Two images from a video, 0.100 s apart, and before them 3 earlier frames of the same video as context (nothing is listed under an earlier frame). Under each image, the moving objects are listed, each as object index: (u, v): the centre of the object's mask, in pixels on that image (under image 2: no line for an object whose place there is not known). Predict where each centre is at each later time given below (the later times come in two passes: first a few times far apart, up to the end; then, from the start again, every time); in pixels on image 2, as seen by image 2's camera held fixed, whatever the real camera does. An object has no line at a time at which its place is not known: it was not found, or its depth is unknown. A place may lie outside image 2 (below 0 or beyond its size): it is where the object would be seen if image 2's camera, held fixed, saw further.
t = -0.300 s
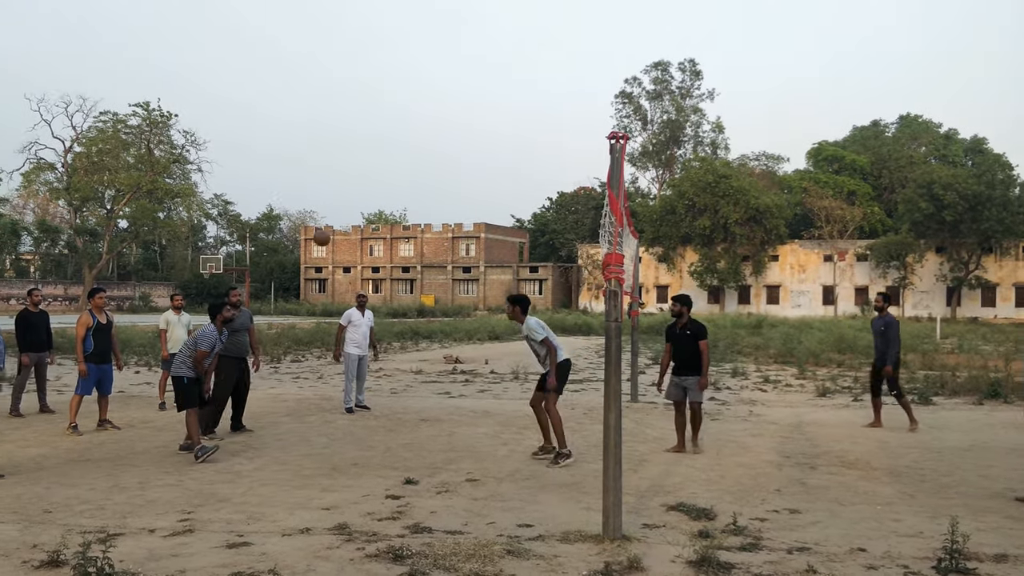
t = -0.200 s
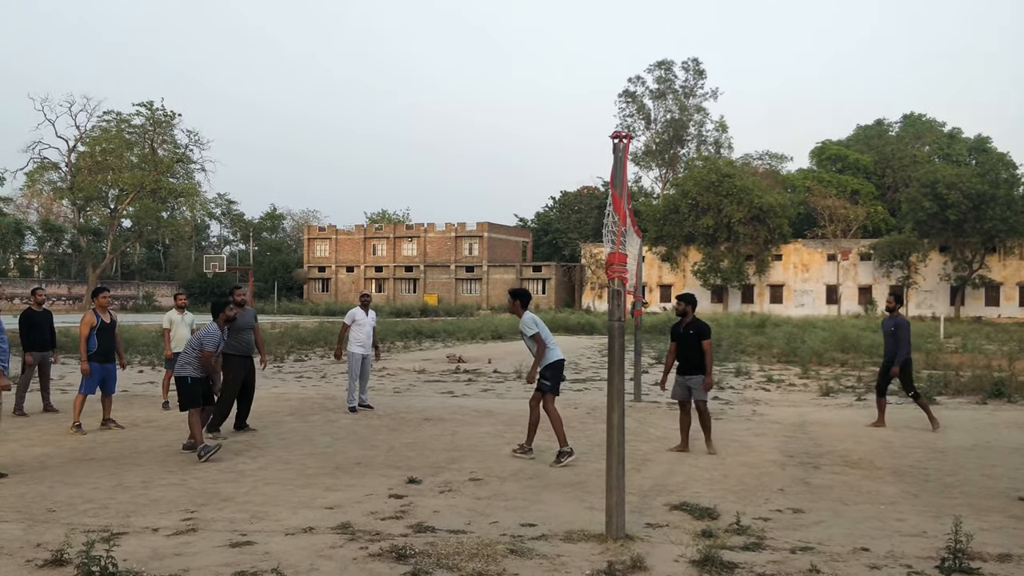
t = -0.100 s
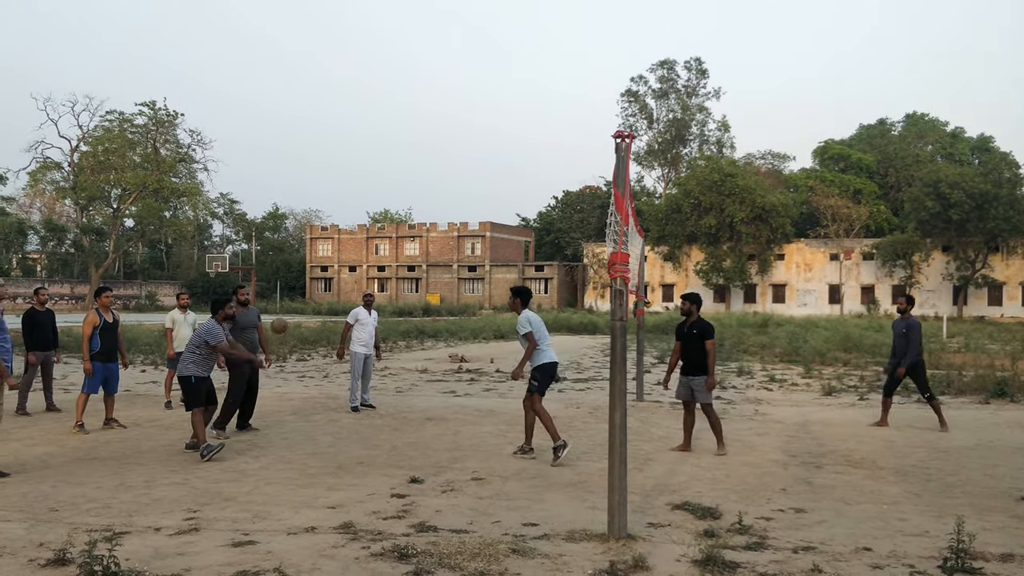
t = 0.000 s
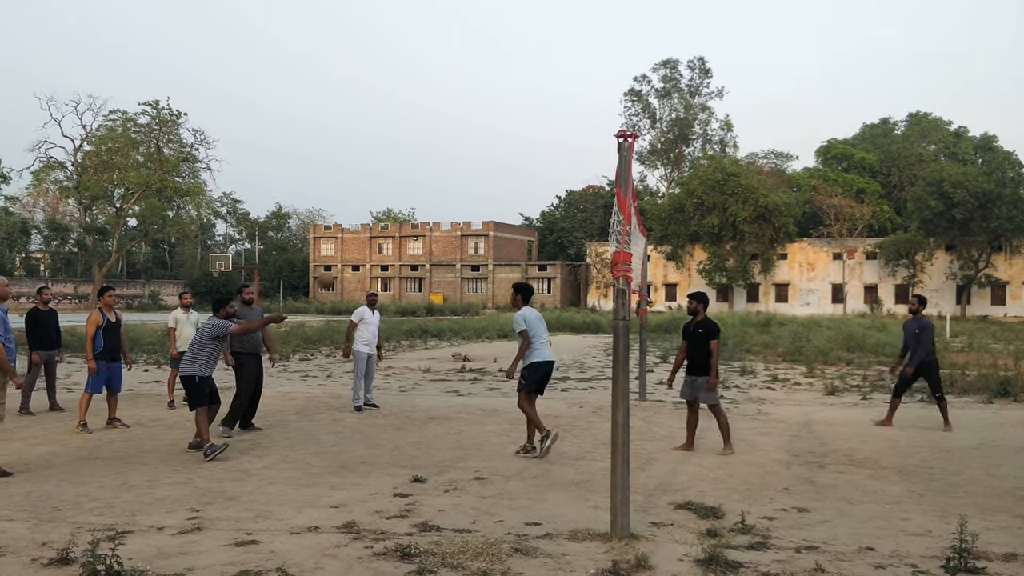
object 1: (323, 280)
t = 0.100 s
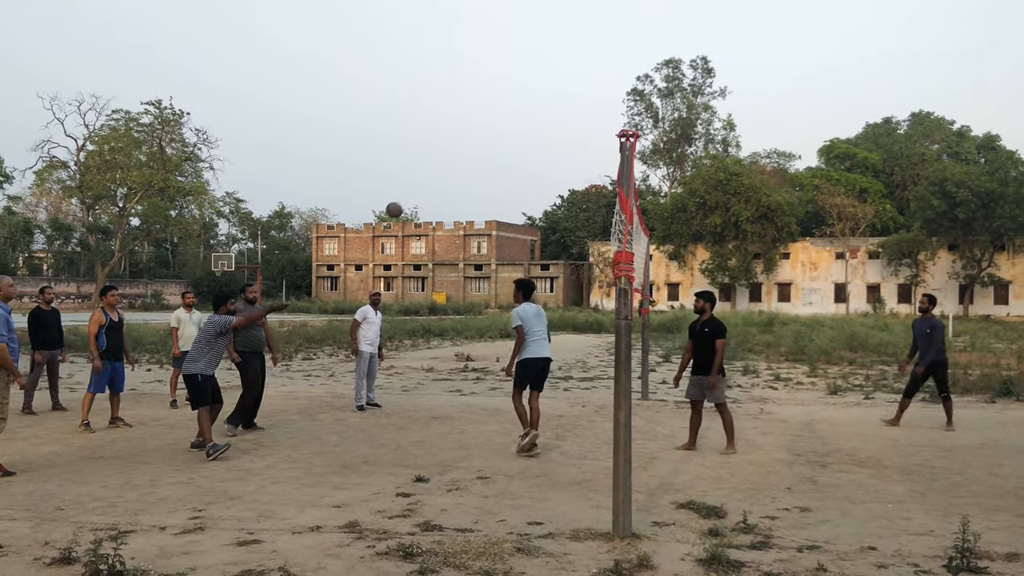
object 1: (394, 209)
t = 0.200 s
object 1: (462, 149)
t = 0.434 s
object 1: (610, 51)
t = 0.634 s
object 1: (736, 14)
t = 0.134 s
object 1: (417, 188)
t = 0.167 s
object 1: (439, 168)
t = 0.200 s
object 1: (462, 149)
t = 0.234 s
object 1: (483, 132)
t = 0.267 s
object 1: (505, 116)
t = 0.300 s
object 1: (526, 100)
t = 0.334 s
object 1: (547, 86)
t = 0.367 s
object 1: (568, 73)
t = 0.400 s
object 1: (589, 61)
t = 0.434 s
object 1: (610, 51)
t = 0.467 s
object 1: (631, 42)
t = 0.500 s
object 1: (654, 33)
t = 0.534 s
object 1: (676, 26)
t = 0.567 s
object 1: (698, 21)
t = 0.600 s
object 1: (717, 17)
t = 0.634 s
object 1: (736, 14)
